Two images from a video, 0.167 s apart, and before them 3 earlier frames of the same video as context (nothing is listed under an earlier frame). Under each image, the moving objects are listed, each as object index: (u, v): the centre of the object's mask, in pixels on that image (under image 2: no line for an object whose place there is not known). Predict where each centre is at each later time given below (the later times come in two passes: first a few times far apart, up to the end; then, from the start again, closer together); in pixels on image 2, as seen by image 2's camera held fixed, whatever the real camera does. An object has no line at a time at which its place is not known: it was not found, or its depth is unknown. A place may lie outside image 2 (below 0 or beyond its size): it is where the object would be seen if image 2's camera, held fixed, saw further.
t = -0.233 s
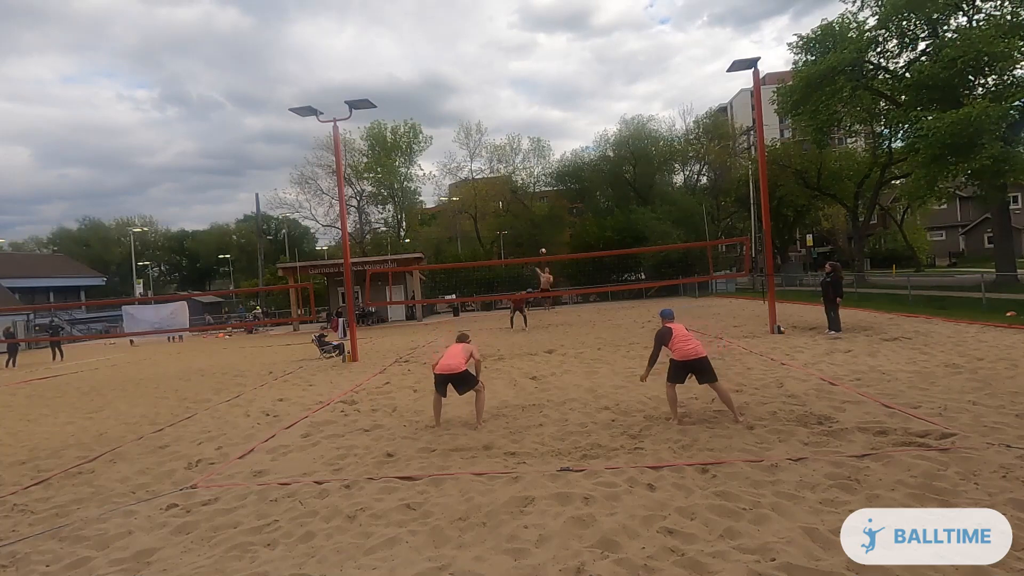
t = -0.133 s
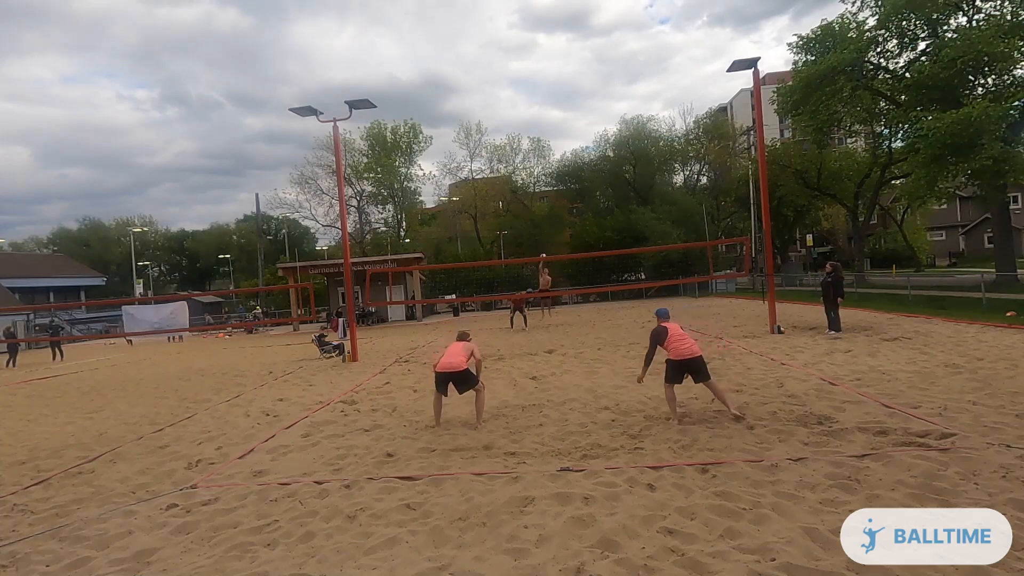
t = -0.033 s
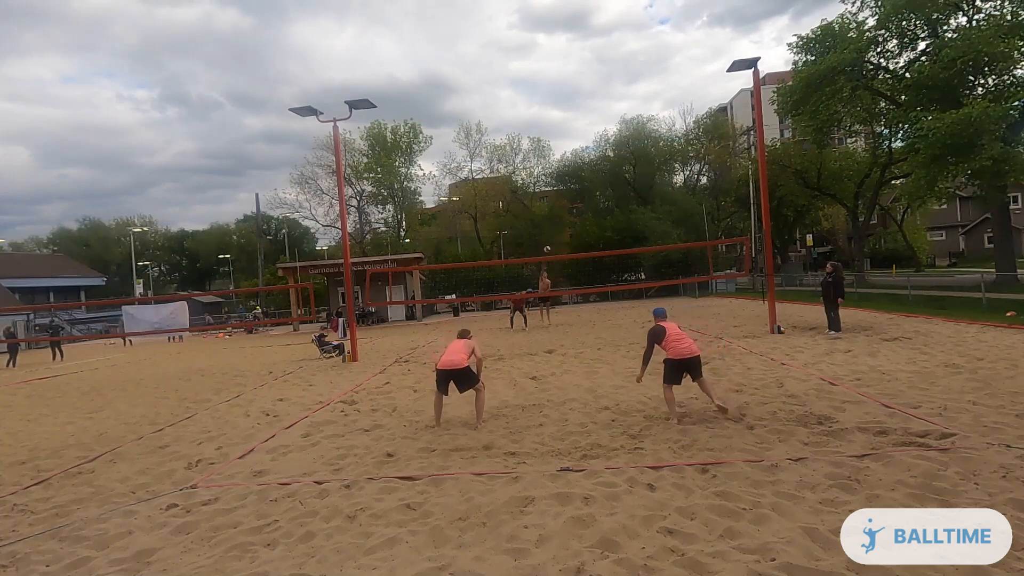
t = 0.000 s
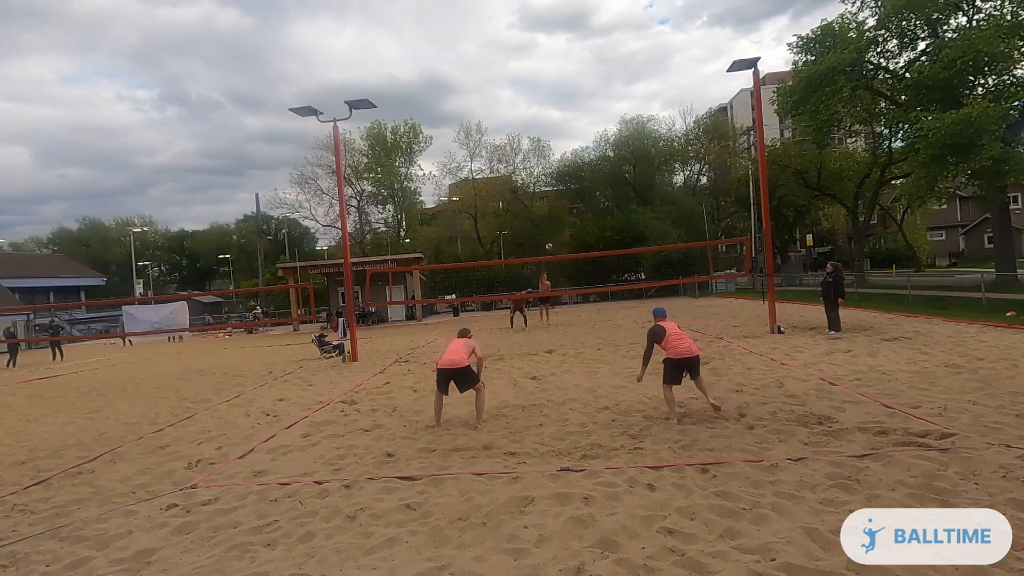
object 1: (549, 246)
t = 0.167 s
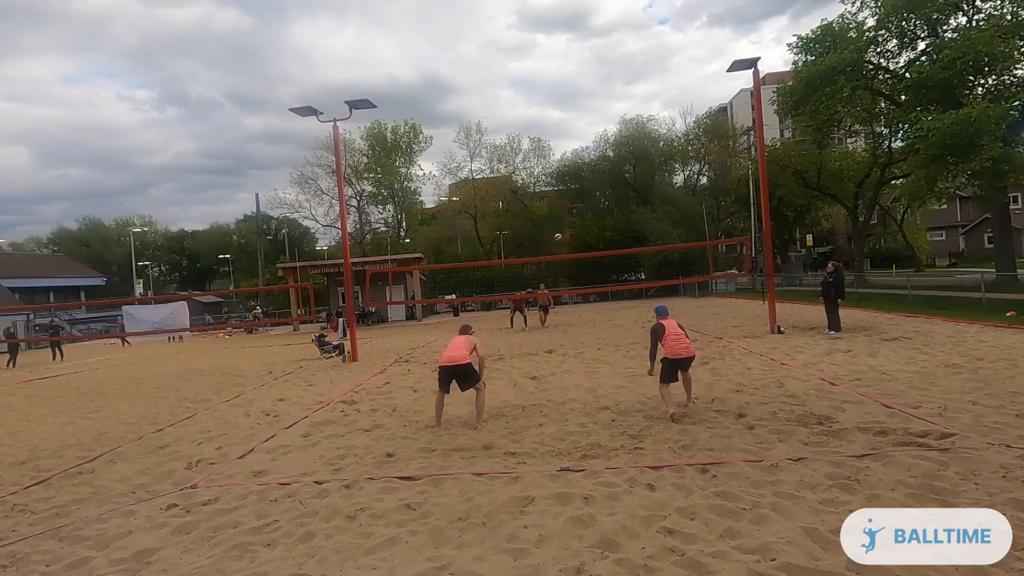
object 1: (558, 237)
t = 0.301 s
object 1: (568, 236)
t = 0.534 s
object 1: (591, 254)
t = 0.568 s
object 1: (595, 260)
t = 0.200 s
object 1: (560, 235)
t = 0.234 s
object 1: (562, 235)
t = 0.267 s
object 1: (566, 235)
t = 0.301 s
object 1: (568, 236)
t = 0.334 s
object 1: (570, 237)
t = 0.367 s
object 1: (573, 238)
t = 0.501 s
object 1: (587, 249)
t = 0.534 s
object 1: (591, 254)
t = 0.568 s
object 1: (595, 260)
